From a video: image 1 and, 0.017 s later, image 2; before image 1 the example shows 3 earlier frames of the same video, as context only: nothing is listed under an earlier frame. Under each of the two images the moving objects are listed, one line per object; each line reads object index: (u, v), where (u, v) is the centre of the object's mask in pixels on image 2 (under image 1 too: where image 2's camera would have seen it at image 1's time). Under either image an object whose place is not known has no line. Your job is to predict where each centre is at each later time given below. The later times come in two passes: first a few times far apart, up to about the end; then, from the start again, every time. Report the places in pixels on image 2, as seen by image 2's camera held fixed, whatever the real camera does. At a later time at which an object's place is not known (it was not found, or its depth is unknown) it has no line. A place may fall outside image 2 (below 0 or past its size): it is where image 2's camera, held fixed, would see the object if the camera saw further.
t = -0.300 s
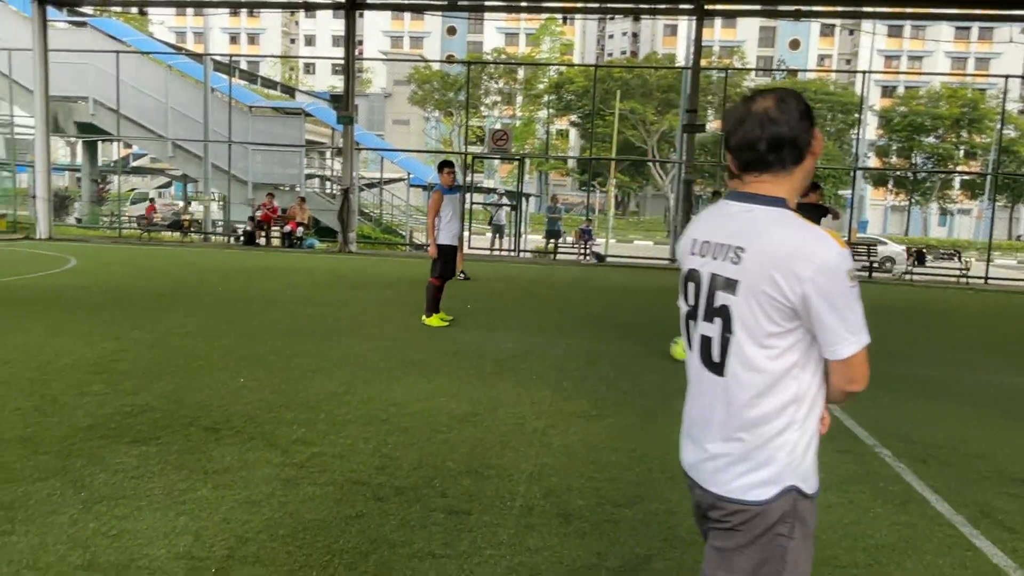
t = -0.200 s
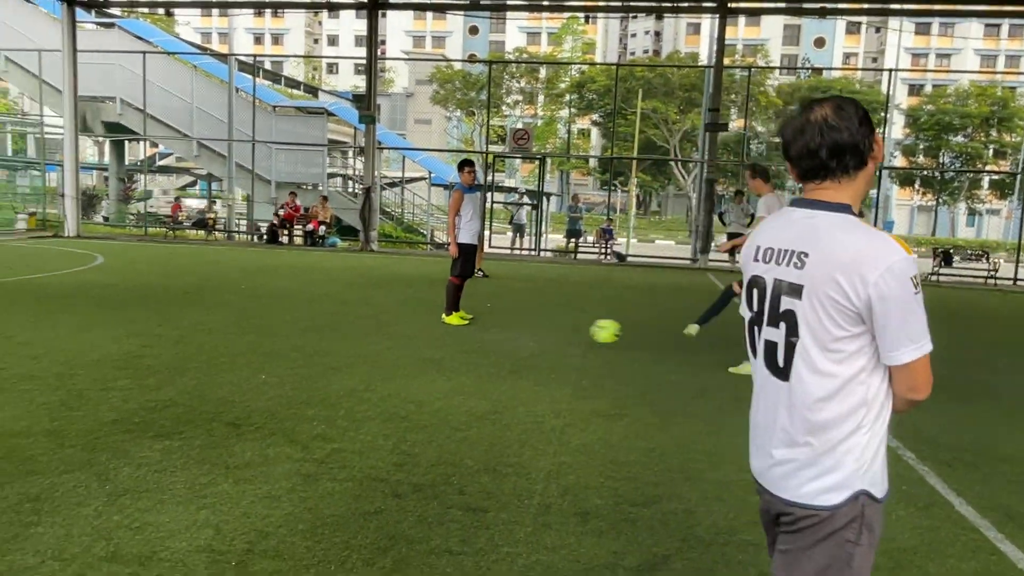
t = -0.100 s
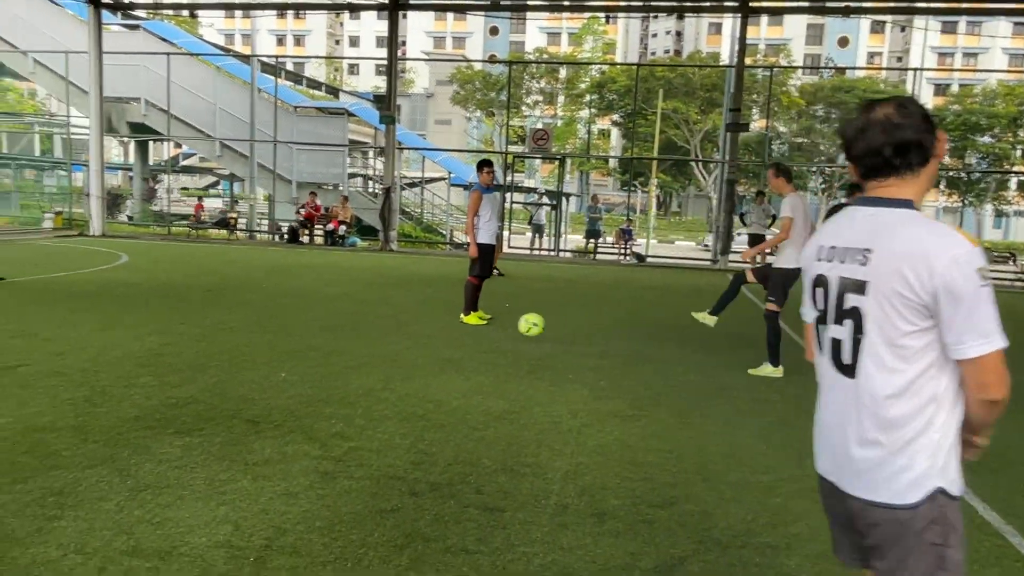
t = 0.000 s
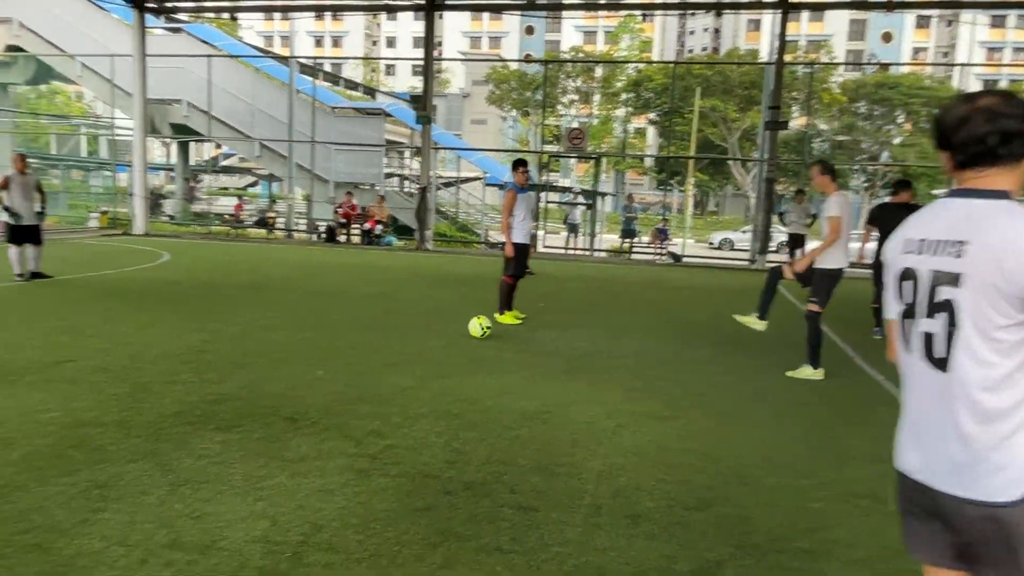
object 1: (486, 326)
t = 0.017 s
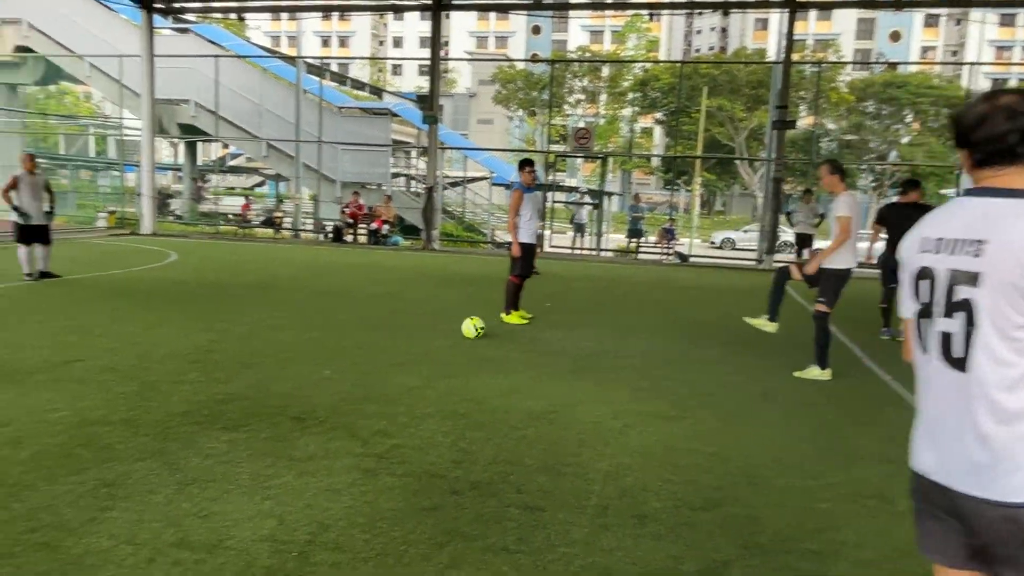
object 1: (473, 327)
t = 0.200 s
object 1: (363, 306)
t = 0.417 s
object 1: (260, 299)
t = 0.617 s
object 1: (187, 295)
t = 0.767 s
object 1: (136, 292)
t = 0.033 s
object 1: (462, 325)
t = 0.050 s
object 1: (452, 321)
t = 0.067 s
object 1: (441, 319)
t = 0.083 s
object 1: (431, 316)
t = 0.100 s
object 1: (421, 314)
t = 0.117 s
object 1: (411, 312)
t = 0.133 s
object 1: (402, 310)
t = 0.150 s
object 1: (392, 309)
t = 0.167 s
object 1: (382, 308)
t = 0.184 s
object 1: (373, 307)
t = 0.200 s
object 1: (363, 306)
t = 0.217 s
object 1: (354, 306)
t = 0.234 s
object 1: (345, 305)
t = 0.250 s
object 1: (335, 306)
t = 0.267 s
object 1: (326, 307)
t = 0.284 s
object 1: (317, 308)
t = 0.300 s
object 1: (308, 309)
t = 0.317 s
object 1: (300, 310)
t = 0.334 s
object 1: (292, 308)
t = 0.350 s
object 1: (286, 306)
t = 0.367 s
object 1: (279, 304)
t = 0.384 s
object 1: (272, 302)
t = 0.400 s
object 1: (267, 301)
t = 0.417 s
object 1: (260, 299)
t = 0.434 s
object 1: (254, 299)
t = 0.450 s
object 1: (248, 298)
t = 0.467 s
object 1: (241, 297)
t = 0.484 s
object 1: (235, 297)
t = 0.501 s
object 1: (229, 297)
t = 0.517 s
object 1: (223, 297)
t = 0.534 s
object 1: (216, 298)
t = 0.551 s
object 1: (210, 299)
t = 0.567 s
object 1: (204, 300)
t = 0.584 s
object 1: (199, 298)
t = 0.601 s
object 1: (193, 296)
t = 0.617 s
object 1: (187, 295)
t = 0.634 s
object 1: (181, 294)
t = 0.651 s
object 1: (175, 292)
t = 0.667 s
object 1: (170, 292)
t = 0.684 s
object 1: (164, 291)
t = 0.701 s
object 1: (158, 291)
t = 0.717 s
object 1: (153, 291)
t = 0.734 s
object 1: (147, 291)
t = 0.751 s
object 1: (141, 291)
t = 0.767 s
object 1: (136, 292)
